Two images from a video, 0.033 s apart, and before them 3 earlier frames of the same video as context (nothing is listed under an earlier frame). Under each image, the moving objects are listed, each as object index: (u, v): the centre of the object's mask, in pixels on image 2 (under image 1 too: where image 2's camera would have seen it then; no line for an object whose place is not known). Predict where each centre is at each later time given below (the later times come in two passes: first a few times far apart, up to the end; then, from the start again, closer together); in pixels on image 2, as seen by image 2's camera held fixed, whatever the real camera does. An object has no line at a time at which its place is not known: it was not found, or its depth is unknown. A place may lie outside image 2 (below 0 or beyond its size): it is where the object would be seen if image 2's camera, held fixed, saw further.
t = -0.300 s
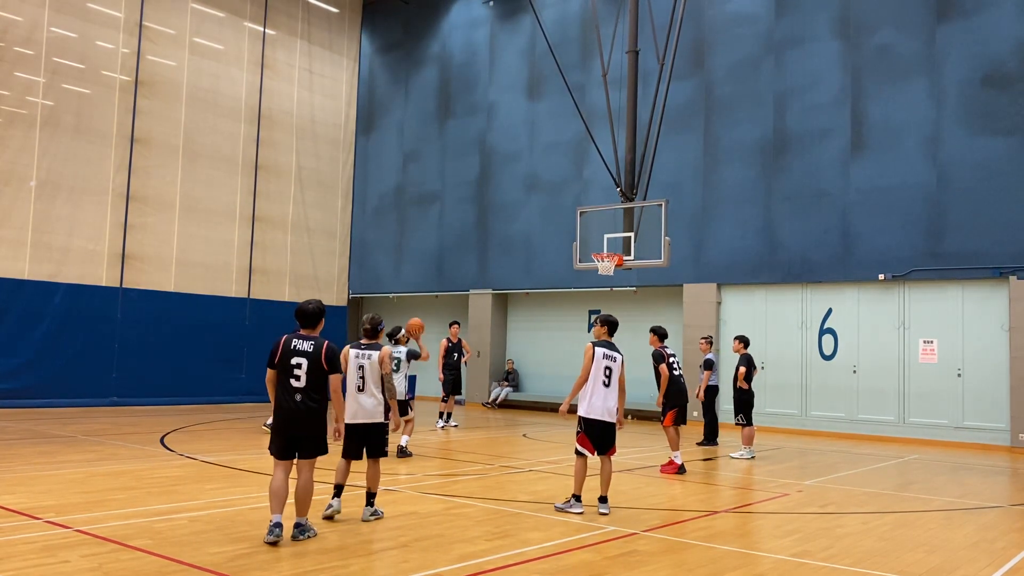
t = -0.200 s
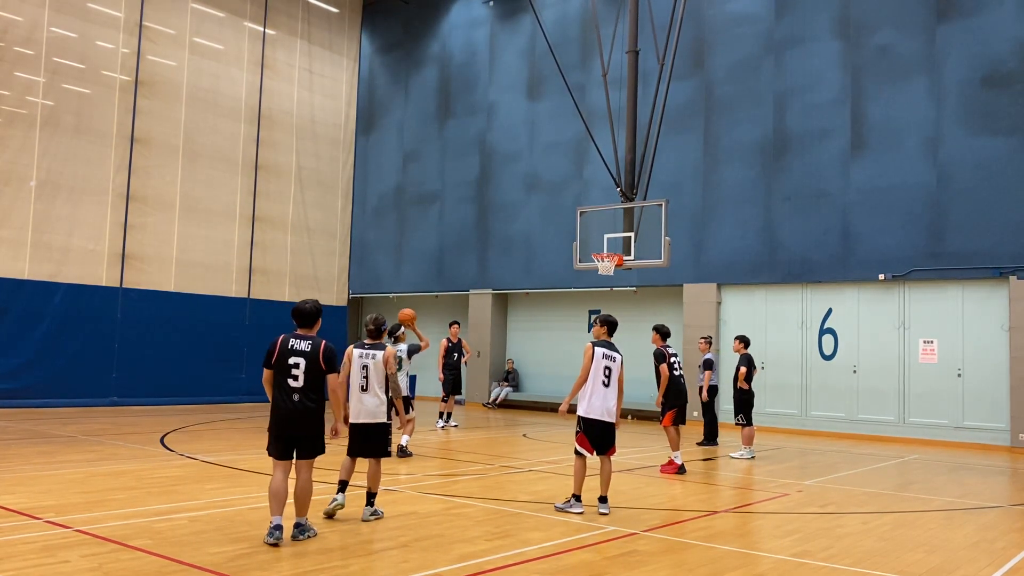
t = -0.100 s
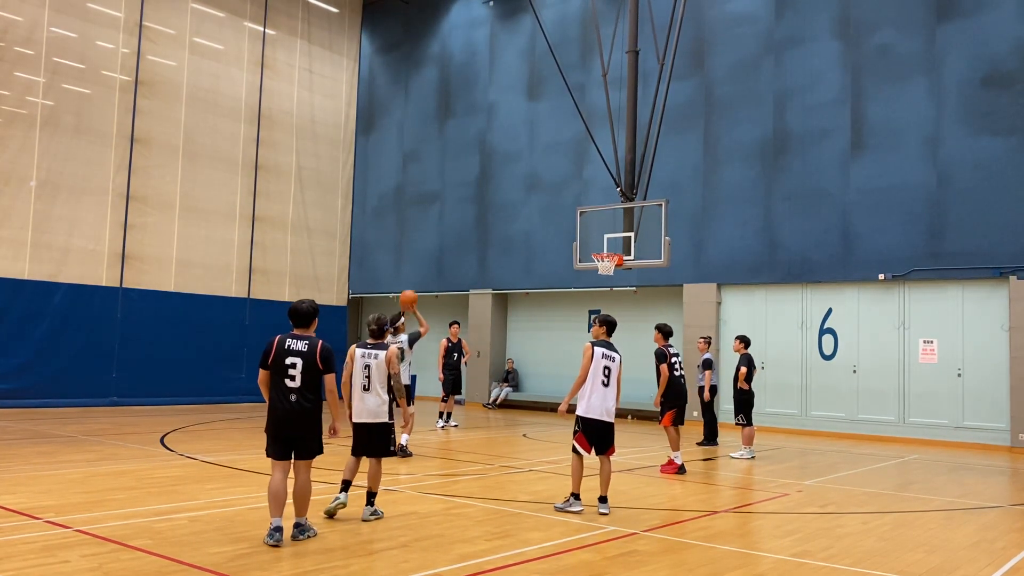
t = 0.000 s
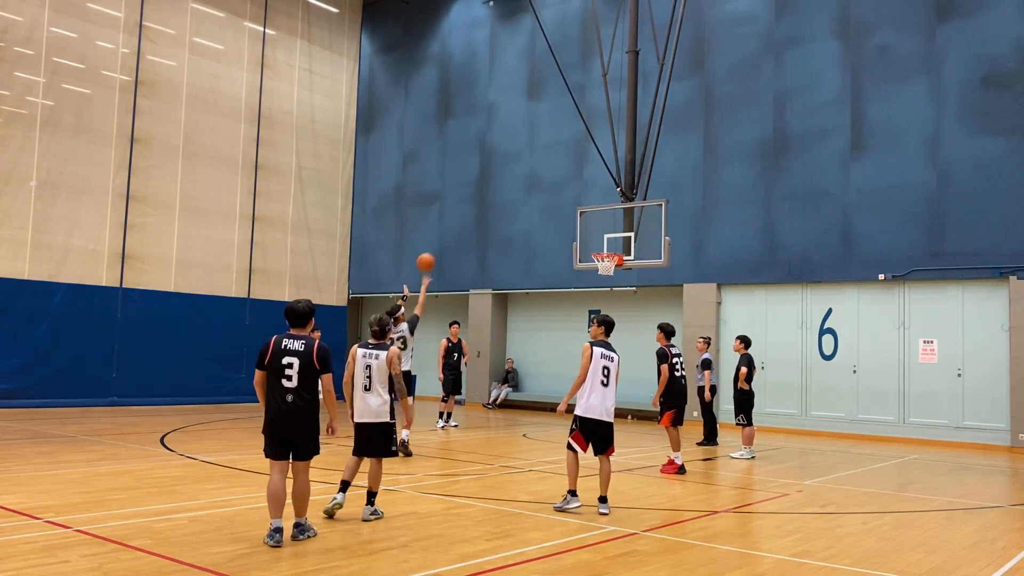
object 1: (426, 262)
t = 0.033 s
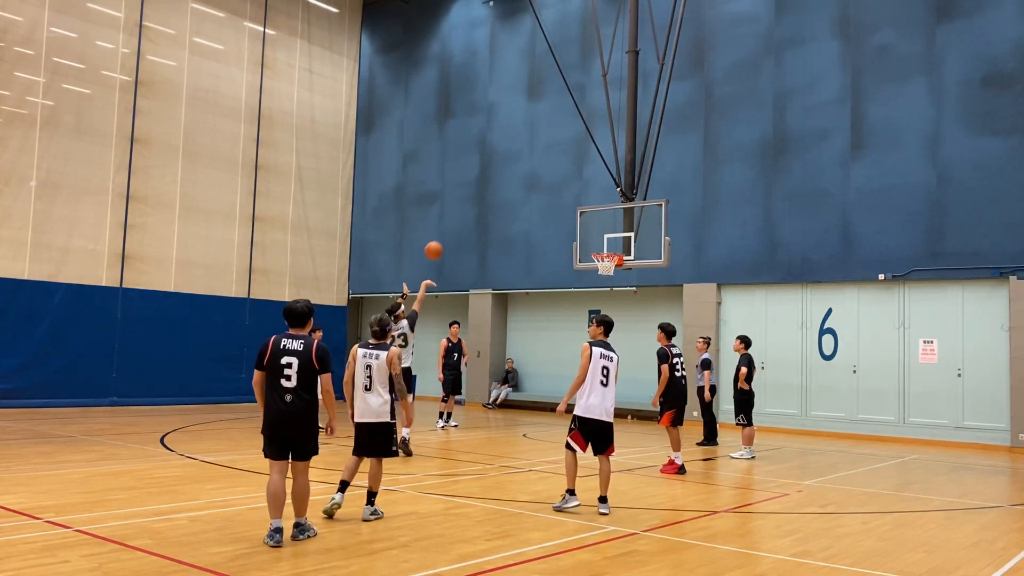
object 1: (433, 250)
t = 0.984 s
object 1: (599, 243)
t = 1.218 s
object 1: (605, 269)
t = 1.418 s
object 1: (597, 292)
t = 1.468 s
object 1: (595, 302)
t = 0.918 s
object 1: (591, 227)
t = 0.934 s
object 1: (593, 230)
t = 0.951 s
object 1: (595, 234)
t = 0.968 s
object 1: (597, 239)
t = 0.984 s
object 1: (599, 243)
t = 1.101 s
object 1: (612, 266)
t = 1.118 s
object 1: (608, 264)
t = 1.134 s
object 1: (609, 267)
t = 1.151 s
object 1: (608, 267)
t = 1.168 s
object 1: (607, 267)
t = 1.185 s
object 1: (606, 267)
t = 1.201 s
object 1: (606, 268)
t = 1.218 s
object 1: (605, 269)
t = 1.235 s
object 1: (604, 270)
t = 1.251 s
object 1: (604, 271)
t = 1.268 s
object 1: (603, 273)
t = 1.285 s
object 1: (604, 275)
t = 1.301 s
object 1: (603, 276)
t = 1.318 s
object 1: (602, 277)
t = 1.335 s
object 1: (601, 280)
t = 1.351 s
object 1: (600, 282)
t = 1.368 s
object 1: (599, 284)
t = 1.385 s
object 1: (598, 287)
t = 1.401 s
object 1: (598, 290)
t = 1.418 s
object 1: (597, 292)
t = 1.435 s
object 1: (596, 296)
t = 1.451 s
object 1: (596, 299)
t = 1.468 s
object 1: (595, 302)
